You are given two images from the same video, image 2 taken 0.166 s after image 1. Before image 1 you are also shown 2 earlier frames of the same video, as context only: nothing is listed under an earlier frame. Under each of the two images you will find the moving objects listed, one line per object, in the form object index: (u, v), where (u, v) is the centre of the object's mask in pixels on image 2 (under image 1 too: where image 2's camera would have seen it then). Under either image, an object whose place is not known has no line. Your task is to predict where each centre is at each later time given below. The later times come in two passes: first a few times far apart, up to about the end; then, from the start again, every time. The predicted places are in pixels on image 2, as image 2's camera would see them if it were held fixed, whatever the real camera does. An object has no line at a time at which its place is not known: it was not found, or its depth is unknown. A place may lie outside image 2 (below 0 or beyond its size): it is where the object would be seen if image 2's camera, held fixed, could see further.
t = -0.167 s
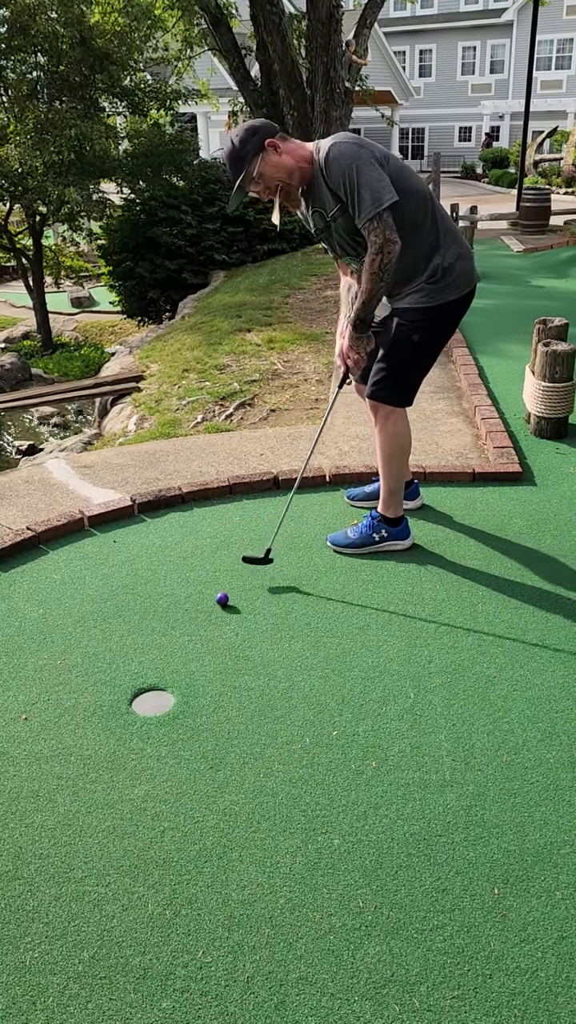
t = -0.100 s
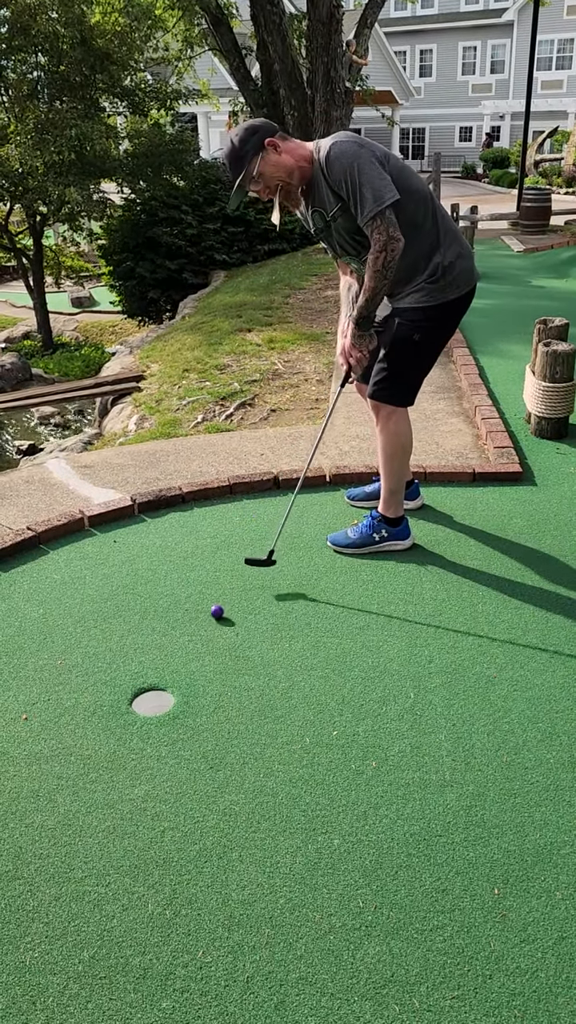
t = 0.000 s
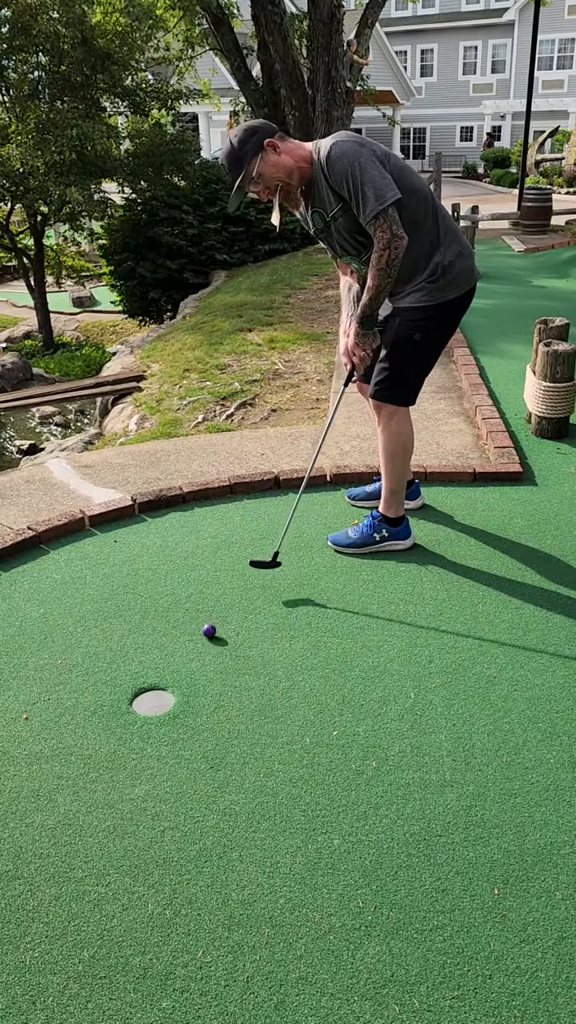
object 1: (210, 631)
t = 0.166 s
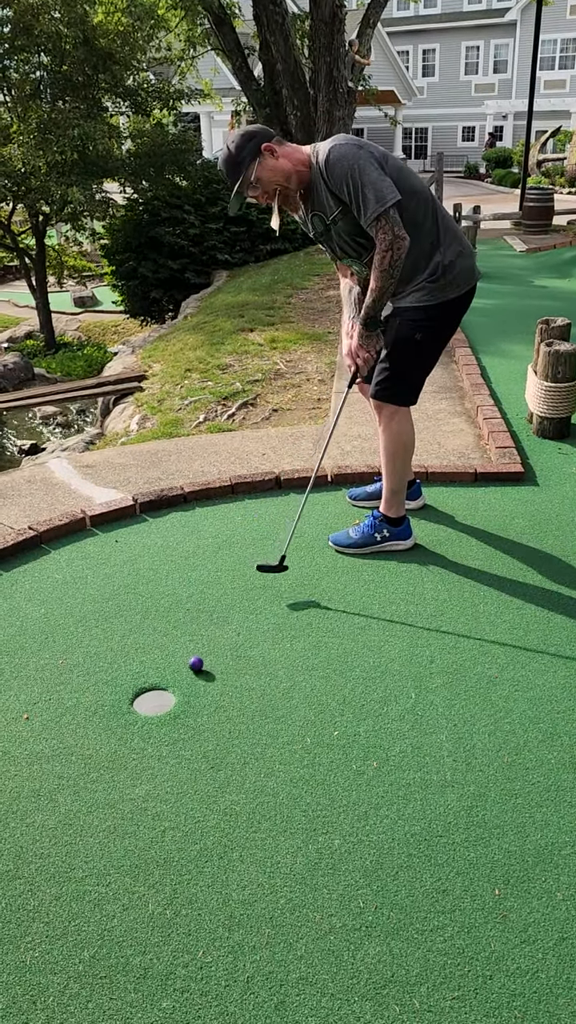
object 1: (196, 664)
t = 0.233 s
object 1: (190, 679)
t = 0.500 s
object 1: (167, 739)
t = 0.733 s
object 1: (147, 799)
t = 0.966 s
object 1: (121, 864)
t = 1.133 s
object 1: (100, 914)
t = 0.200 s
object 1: (193, 672)
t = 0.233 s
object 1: (190, 679)
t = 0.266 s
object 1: (187, 686)
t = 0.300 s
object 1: (185, 693)
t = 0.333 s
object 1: (182, 700)
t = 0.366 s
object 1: (179, 707)
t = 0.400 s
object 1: (176, 715)
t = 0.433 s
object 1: (173, 723)
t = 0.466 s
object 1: (170, 731)
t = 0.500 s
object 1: (167, 739)
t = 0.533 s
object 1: (164, 747)
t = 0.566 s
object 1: (161, 755)
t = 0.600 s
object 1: (158, 764)
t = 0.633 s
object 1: (155, 773)
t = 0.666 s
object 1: (152, 782)
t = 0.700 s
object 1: (149, 791)
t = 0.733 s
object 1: (147, 799)
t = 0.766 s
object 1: (143, 808)
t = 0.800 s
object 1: (140, 817)
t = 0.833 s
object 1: (136, 826)
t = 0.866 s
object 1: (132, 836)
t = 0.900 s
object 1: (129, 844)
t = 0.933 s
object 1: (125, 854)
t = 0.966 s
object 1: (121, 864)
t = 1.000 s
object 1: (116, 873)
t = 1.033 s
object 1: (112, 882)
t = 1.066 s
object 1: (108, 893)
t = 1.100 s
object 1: (103, 903)
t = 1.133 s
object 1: (100, 914)
